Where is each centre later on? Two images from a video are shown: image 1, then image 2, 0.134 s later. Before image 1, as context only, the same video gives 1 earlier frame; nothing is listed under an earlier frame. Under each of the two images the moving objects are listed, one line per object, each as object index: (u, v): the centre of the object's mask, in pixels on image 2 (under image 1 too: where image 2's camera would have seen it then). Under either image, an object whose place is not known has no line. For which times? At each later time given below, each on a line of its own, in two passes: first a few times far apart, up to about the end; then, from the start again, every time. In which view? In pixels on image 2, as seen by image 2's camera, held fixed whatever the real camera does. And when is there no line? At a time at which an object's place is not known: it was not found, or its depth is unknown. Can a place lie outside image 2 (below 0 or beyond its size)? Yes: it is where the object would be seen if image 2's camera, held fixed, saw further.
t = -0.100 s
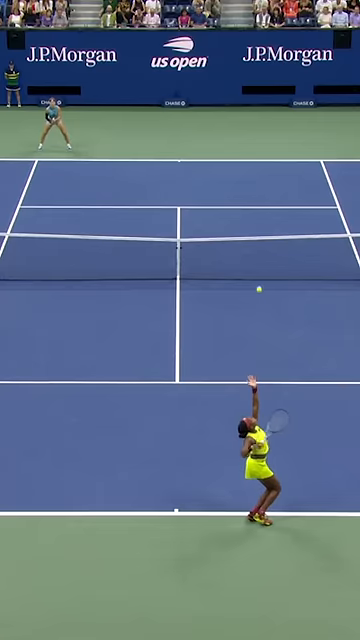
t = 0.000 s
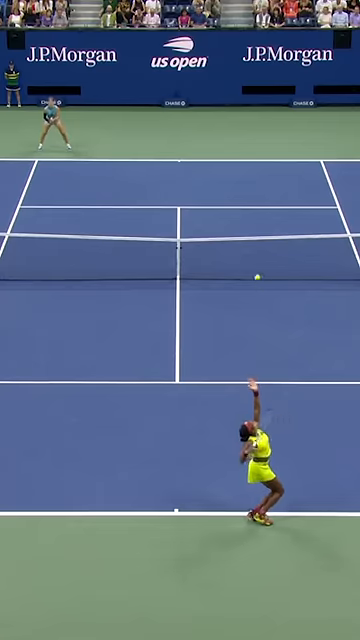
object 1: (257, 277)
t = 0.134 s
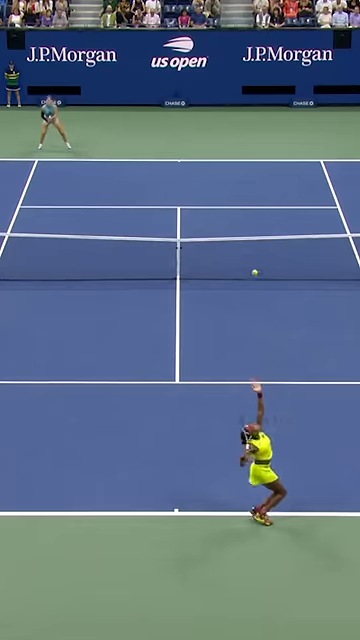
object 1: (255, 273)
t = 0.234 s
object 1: (252, 276)
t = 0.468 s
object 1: (248, 309)
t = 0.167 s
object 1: (254, 273)
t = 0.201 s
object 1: (253, 274)
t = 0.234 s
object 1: (252, 276)
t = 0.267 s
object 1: (252, 279)
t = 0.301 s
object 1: (252, 282)
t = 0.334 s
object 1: (251, 285)
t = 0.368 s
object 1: (250, 291)
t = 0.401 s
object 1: (249, 296)
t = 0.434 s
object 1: (248, 302)
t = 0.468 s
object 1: (248, 309)
